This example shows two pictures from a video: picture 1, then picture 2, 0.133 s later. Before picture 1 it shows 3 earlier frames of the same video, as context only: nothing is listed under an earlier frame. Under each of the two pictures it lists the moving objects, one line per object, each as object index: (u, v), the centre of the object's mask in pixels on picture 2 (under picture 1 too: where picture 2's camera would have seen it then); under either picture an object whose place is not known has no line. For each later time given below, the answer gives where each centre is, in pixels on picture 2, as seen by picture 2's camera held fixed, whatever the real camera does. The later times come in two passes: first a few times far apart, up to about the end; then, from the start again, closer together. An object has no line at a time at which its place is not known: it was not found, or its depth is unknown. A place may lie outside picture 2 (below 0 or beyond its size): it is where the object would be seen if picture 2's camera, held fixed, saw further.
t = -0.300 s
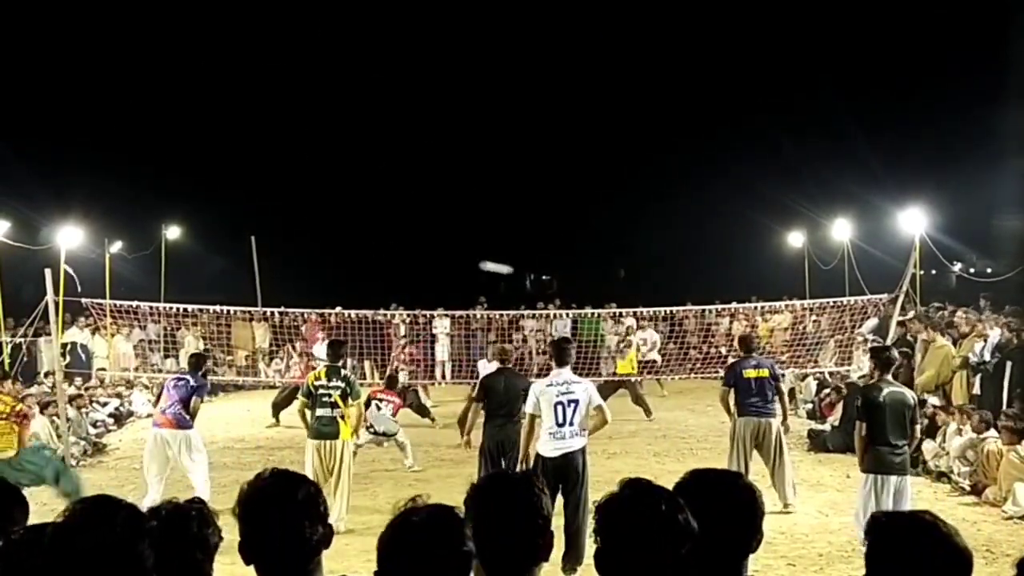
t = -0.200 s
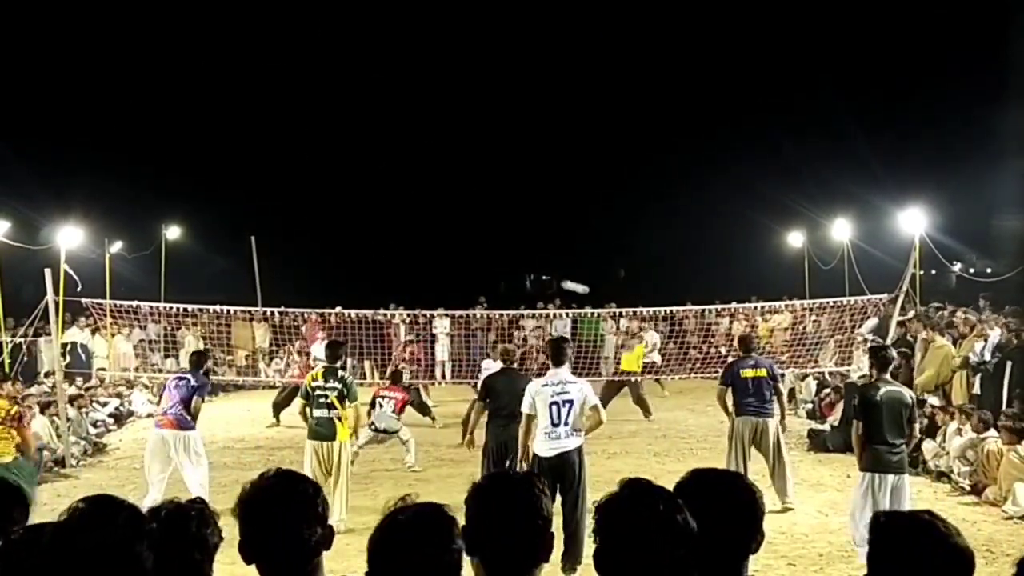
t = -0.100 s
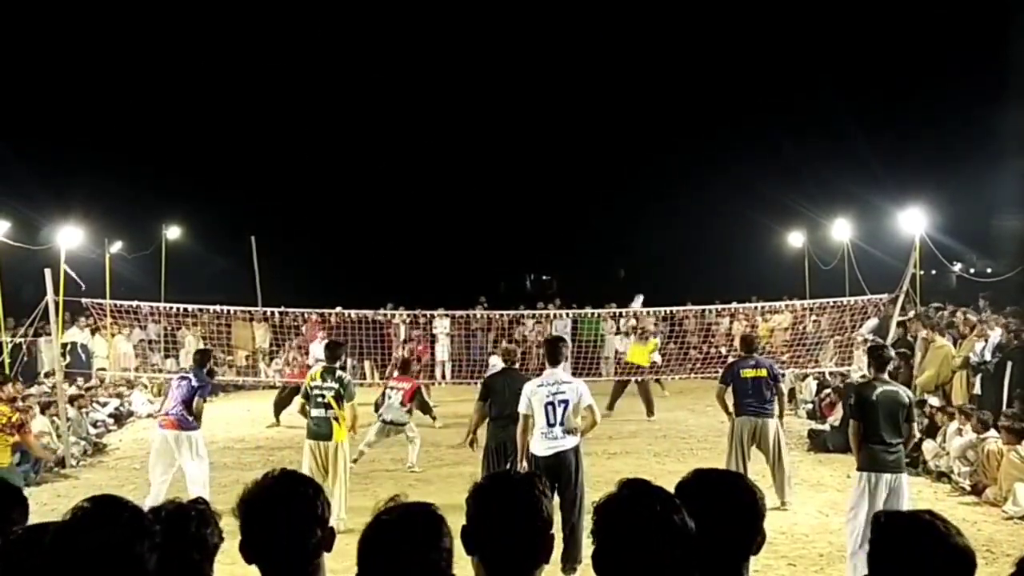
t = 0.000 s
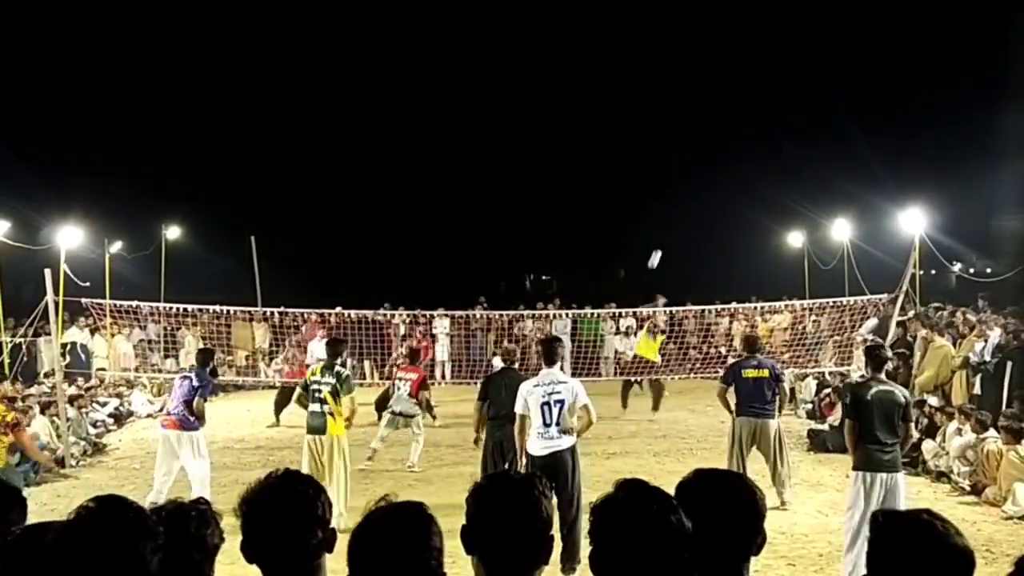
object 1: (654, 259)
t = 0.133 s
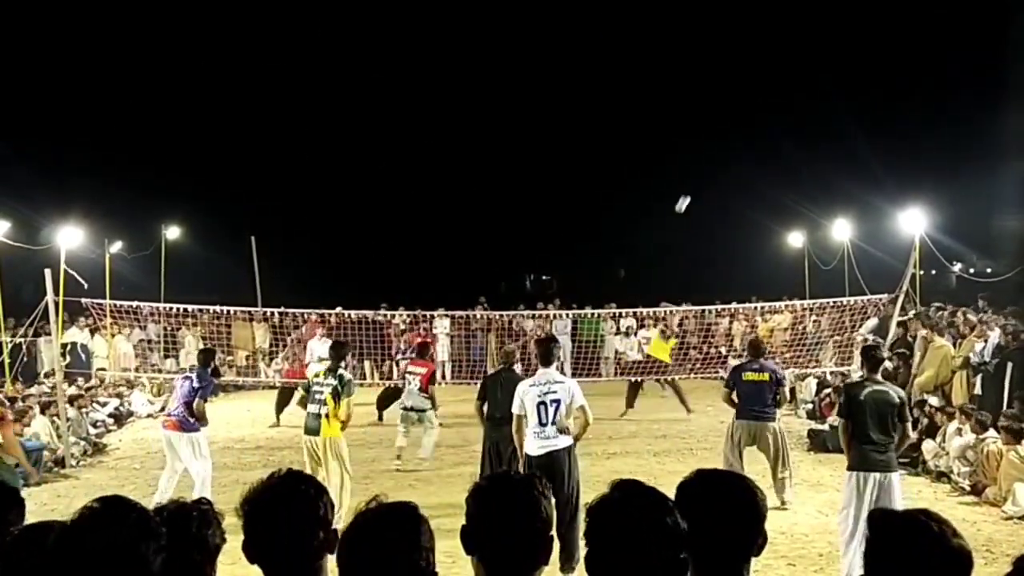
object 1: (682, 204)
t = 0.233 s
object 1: (705, 166)
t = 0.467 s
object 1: (767, 94)
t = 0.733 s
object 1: (861, 49)
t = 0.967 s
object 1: (971, 58)
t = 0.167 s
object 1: (689, 191)
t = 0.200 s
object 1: (697, 179)
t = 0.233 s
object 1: (705, 166)
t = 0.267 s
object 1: (713, 155)
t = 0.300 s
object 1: (721, 144)
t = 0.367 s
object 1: (739, 122)
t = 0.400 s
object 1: (748, 112)
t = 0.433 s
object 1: (758, 103)
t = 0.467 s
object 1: (767, 94)
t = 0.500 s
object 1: (779, 86)
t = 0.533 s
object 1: (788, 78)
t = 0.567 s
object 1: (800, 72)
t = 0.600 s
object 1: (811, 66)
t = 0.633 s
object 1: (823, 60)
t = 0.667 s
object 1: (835, 56)
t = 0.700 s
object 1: (848, 52)
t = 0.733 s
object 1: (861, 49)
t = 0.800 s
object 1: (890, 46)
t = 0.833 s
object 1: (905, 46)
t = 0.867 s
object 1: (920, 47)
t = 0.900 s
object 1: (936, 49)
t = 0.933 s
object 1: (954, 53)
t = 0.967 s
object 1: (971, 58)
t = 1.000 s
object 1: (990, 64)
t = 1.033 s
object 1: (1008, 71)
